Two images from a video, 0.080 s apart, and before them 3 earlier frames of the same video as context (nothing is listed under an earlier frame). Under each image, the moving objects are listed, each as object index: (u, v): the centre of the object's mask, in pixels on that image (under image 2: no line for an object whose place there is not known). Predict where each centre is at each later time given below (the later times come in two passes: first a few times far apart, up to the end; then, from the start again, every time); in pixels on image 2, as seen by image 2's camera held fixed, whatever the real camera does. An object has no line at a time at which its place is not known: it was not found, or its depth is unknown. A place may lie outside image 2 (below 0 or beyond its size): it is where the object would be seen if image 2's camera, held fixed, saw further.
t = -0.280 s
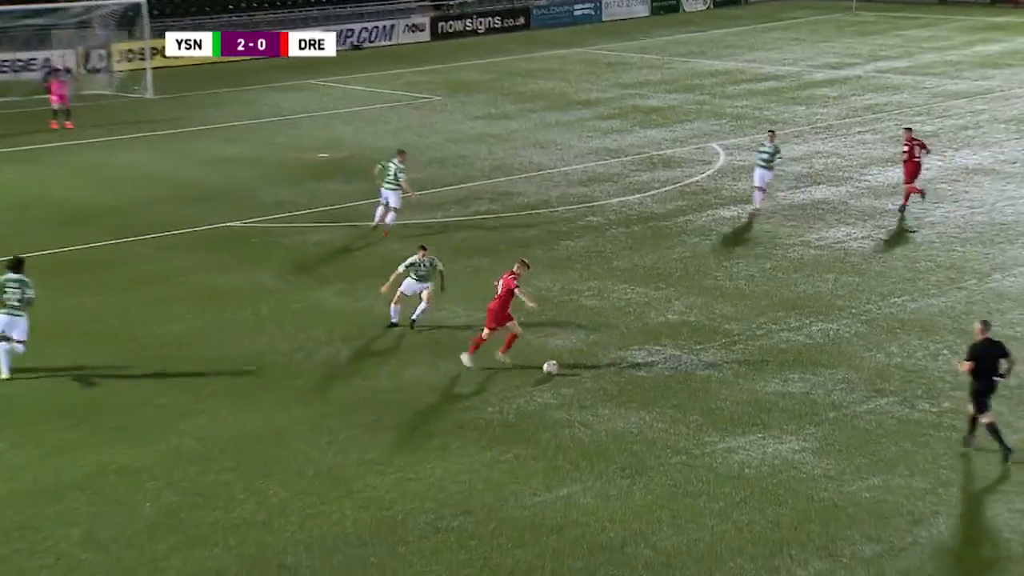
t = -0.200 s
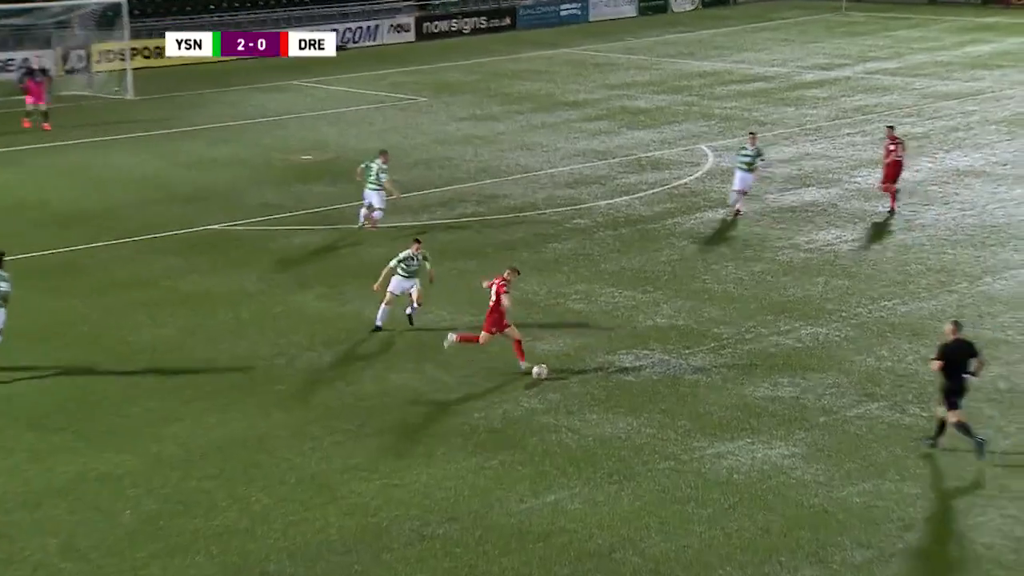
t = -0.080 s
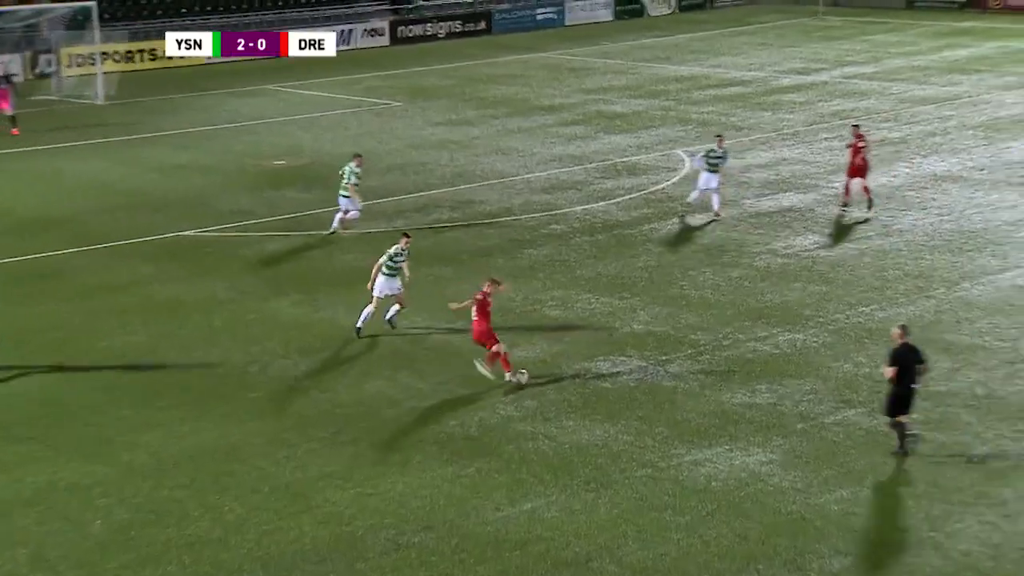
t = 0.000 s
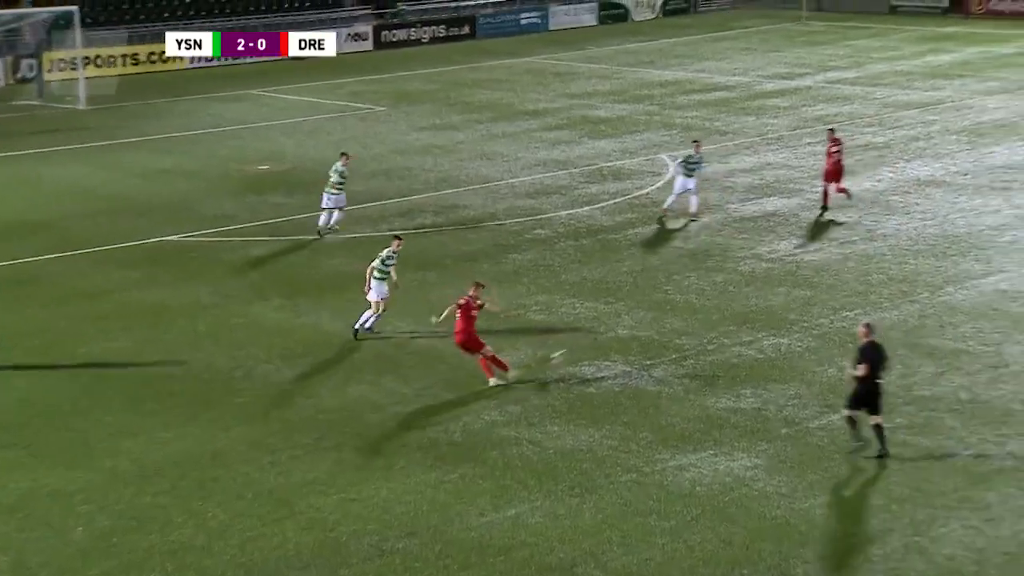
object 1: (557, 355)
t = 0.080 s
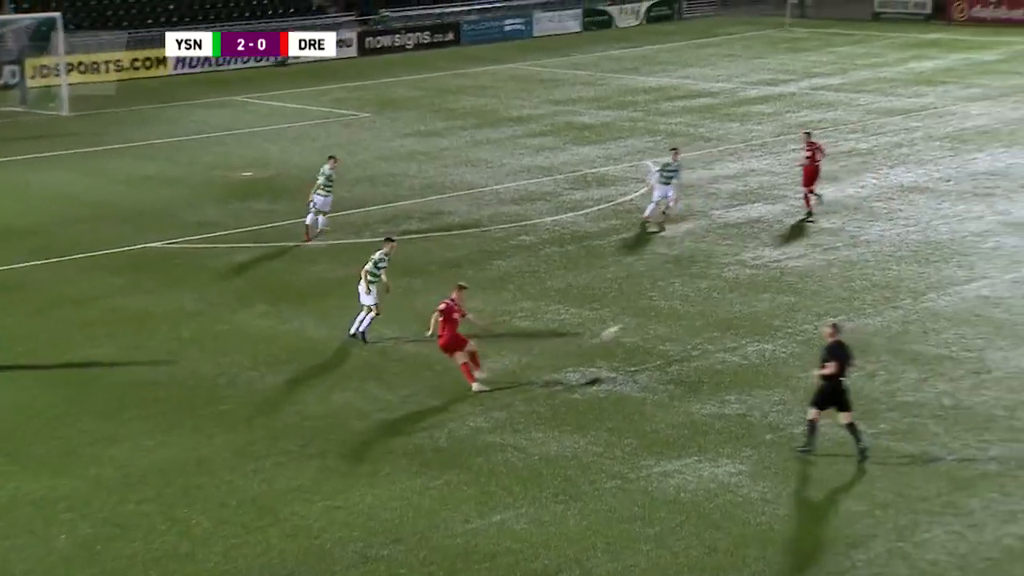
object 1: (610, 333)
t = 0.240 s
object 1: (736, 283)
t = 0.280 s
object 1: (761, 274)
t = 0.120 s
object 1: (645, 318)
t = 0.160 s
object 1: (677, 305)
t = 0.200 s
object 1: (708, 293)
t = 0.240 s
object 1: (736, 283)
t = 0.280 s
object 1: (761, 274)
